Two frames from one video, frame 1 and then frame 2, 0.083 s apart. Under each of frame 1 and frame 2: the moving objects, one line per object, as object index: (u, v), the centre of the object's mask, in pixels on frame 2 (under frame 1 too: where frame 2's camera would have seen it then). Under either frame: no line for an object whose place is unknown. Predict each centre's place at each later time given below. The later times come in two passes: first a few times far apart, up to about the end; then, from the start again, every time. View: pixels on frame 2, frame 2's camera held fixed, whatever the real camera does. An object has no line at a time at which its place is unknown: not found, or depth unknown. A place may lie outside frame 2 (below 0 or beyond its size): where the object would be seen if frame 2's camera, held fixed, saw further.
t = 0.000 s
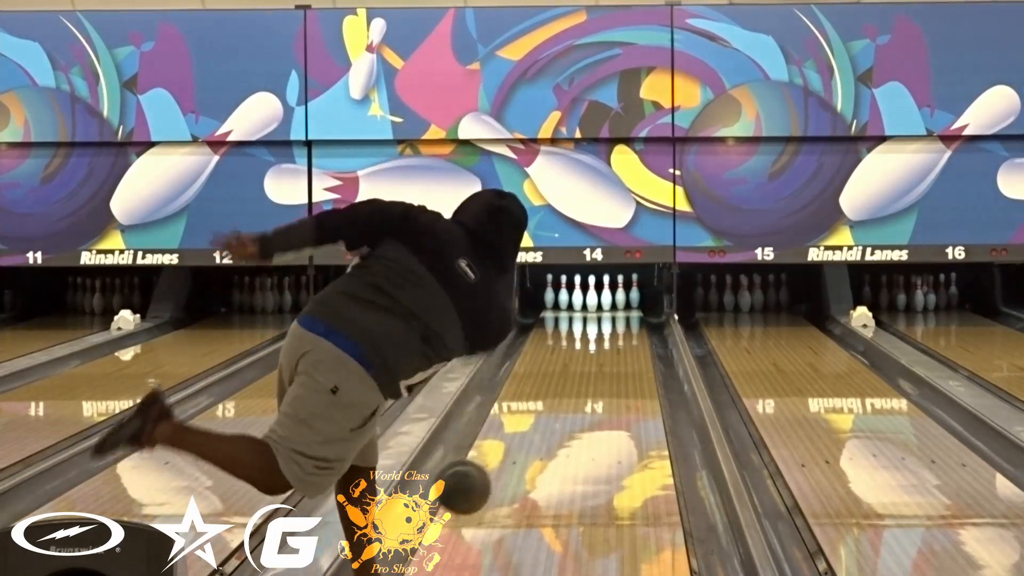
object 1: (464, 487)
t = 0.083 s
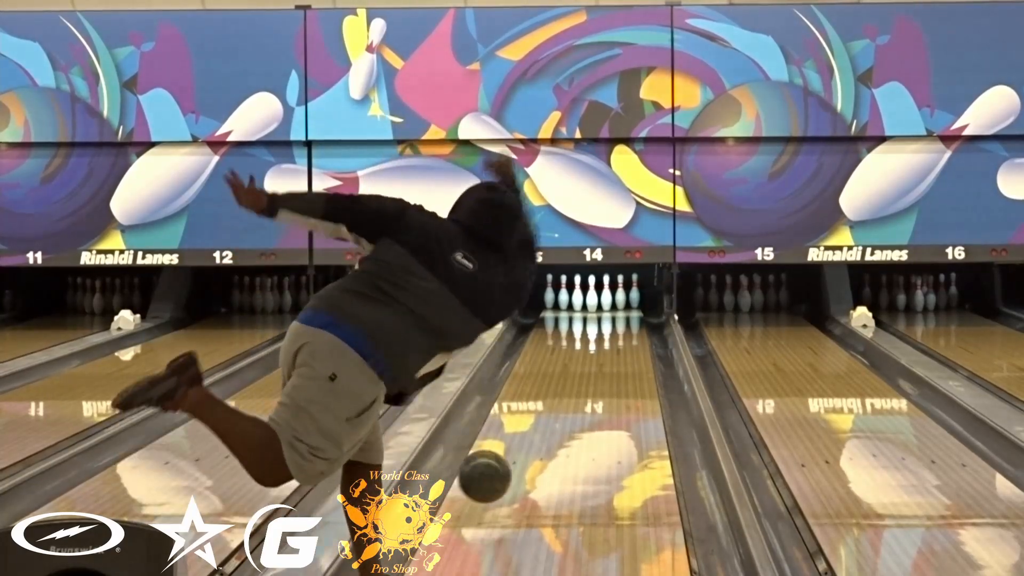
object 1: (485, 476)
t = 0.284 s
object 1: (526, 466)
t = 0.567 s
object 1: (569, 422)
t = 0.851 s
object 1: (598, 388)
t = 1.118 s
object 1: (617, 364)
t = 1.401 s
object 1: (630, 343)
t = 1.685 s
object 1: (634, 327)
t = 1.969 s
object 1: (621, 315)
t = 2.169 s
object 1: (603, 306)
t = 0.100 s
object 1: (488, 476)
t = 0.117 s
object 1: (492, 477)
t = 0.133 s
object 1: (496, 478)
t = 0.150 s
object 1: (500, 480)
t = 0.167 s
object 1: (503, 483)
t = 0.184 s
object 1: (507, 486)
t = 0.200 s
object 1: (510, 487)
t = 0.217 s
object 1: (514, 481)
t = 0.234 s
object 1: (517, 476)
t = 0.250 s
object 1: (520, 472)
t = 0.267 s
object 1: (523, 469)
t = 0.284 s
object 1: (526, 466)
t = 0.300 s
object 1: (530, 464)
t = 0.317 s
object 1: (532, 463)
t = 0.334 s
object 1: (535, 460)
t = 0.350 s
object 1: (538, 456)
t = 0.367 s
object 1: (541, 453)
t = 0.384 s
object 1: (543, 451)
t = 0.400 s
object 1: (546, 448)
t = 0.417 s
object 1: (548, 445)
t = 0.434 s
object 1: (551, 443)
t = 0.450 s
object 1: (553, 440)
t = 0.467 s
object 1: (555, 437)
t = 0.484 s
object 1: (558, 435)
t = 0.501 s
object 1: (560, 432)
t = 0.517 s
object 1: (562, 429)
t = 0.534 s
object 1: (564, 427)
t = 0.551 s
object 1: (567, 425)
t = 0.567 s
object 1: (569, 422)
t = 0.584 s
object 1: (571, 420)
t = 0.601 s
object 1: (573, 418)
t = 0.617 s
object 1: (575, 415)
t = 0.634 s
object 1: (577, 414)
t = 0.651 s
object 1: (578, 412)
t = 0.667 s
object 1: (580, 409)
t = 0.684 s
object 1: (582, 407)
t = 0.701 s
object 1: (584, 405)
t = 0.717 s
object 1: (585, 403)
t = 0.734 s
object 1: (587, 401)
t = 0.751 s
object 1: (589, 400)
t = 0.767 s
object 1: (590, 397)
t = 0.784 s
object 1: (592, 396)
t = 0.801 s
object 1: (593, 394)
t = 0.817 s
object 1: (595, 392)
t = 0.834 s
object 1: (596, 390)
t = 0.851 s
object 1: (598, 388)
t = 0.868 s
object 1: (599, 386)
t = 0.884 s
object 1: (600, 385)
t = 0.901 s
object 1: (602, 383)
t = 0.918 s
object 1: (604, 381)
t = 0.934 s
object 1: (604, 380)
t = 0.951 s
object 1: (606, 378)
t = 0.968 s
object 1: (607, 377)
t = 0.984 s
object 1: (608, 375)
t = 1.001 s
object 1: (610, 374)
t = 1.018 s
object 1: (611, 373)
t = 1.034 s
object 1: (612, 371)
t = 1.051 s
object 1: (613, 370)
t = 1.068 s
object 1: (614, 368)
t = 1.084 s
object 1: (615, 366)
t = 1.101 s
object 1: (616, 365)
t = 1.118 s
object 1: (617, 364)
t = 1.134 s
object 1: (618, 362)
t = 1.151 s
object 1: (619, 361)
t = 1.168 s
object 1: (619, 359)
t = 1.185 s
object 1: (620, 358)
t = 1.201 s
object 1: (621, 357)
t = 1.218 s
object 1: (622, 355)
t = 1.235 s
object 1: (623, 354)
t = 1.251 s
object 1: (624, 353)
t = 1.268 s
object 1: (625, 352)
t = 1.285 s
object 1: (625, 352)
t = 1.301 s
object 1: (627, 350)
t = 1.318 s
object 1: (627, 349)
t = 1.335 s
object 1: (628, 348)
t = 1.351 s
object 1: (628, 347)
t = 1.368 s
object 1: (629, 346)
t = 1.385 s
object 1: (630, 345)
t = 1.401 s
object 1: (630, 343)
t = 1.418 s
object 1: (631, 342)
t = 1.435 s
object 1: (632, 341)
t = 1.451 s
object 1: (632, 340)
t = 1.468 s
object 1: (633, 339)
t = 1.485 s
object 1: (633, 338)
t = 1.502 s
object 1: (633, 337)
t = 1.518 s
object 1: (633, 336)
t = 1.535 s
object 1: (634, 335)
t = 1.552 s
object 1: (634, 334)
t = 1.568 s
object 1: (634, 334)
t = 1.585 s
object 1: (634, 333)
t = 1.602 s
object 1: (635, 332)
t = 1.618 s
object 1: (634, 331)
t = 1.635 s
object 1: (634, 330)
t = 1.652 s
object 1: (634, 329)
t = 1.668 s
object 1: (634, 328)
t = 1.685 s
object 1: (634, 327)
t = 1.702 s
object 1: (633, 326)
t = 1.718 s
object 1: (633, 326)
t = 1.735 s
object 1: (633, 325)
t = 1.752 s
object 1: (632, 324)
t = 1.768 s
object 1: (632, 324)
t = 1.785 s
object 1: (632, 323)
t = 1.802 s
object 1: (631, 321)
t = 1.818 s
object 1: (630, 320)
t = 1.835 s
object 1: (629, 320)
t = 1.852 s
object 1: (629, 319)
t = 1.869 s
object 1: (628, 318)
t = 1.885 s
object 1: (627, 318)
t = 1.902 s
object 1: (626, 317)
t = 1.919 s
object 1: (625, 317)
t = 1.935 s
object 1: (623, 316)
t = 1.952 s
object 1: (622, 316)
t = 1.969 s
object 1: (621, 315)
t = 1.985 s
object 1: (620, 314)
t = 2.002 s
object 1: (618, 313)
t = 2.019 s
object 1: (617, 312)
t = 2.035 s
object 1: (615, 312)
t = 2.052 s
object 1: (613, 311)
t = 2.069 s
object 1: (612, 310)
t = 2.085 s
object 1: (611, 310)
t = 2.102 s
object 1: (609, 309)
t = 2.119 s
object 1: (608, 308)
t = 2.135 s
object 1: (606, 307)
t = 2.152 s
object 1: (605, 307)
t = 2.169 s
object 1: (603, 306)
